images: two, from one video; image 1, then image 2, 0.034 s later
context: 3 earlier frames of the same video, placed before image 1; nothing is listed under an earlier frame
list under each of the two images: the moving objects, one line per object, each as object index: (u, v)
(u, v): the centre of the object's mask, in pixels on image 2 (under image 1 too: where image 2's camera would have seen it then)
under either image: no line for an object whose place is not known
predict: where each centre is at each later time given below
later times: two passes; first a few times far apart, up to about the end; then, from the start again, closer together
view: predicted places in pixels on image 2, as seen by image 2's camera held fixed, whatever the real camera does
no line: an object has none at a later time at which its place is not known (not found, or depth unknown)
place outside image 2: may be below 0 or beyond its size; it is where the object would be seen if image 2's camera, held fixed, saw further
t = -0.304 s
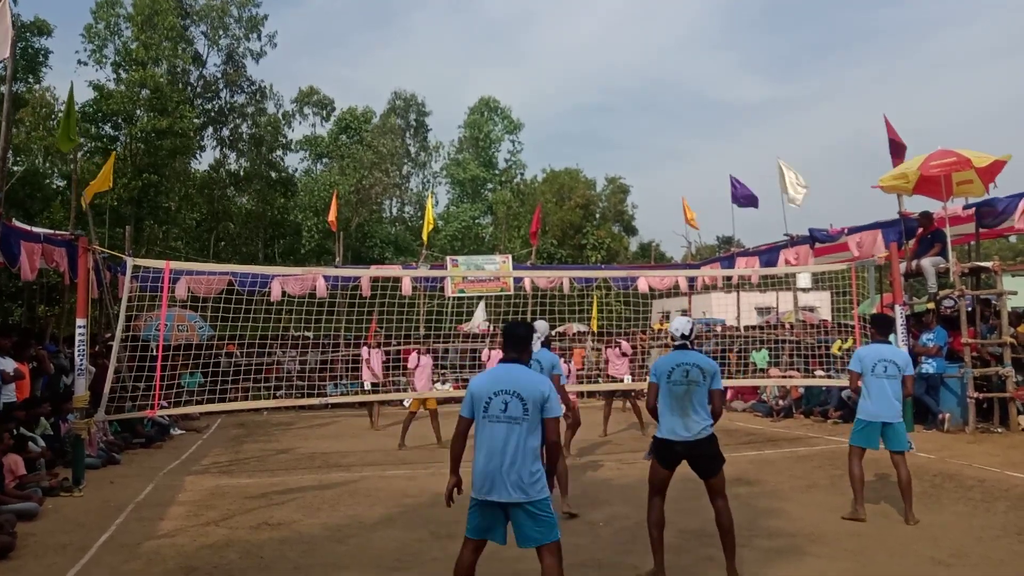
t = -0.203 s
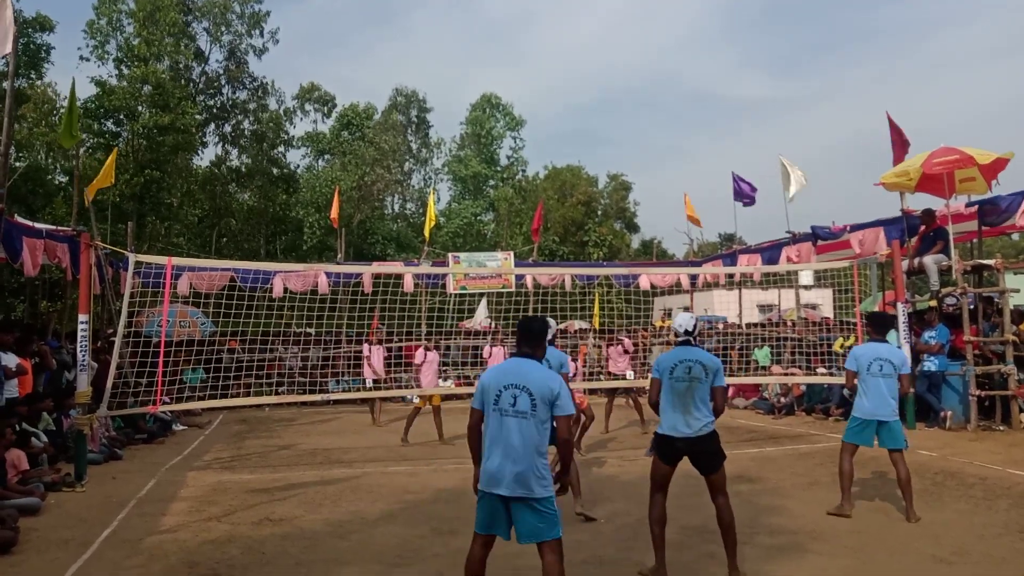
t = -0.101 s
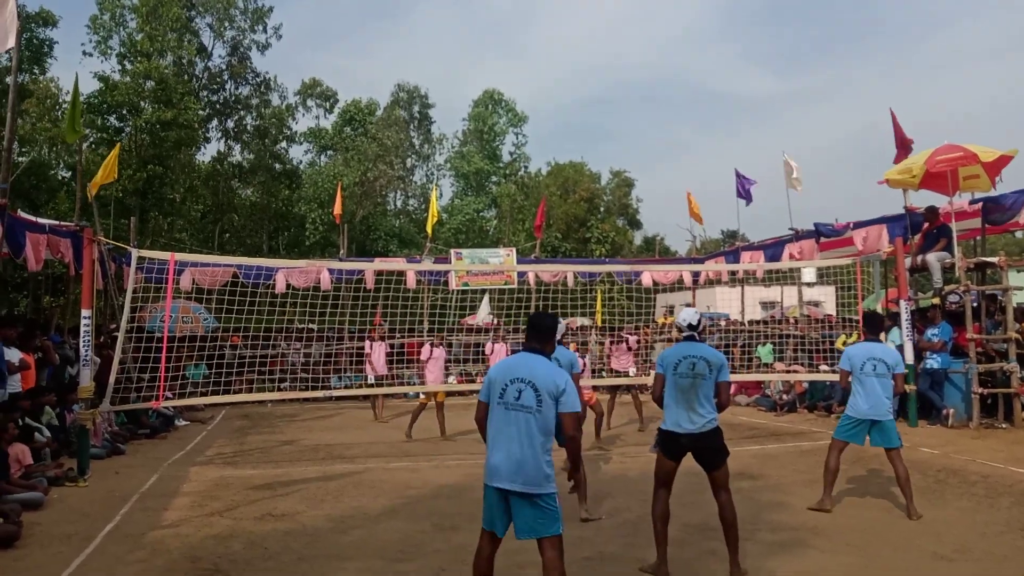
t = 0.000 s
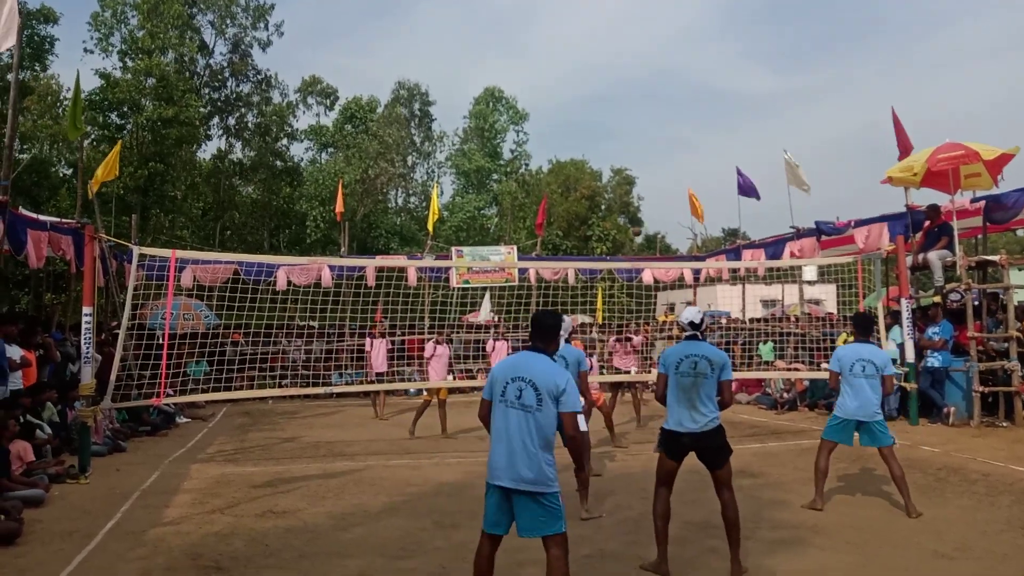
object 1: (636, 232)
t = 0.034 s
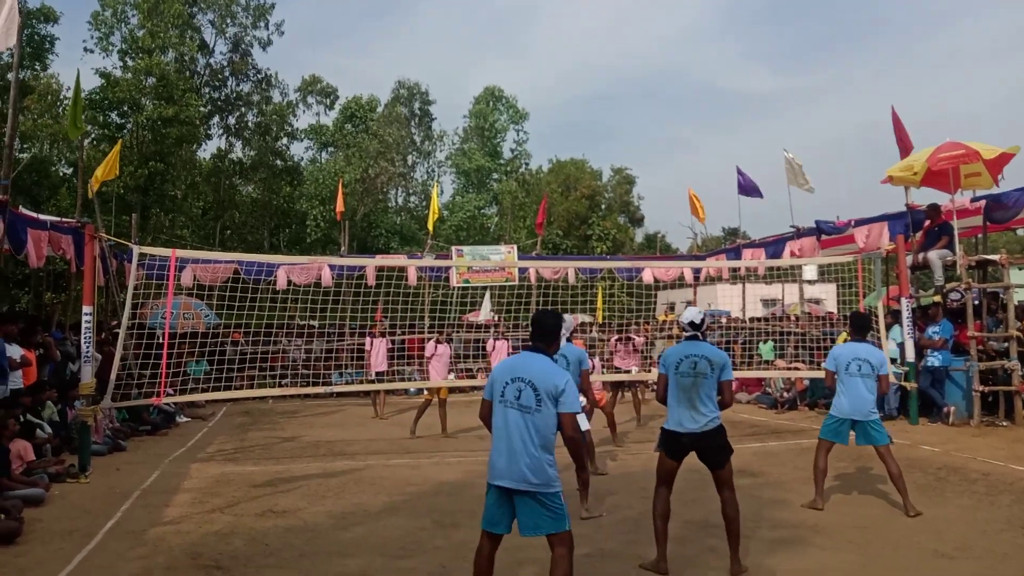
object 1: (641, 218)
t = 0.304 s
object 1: (662, 111)
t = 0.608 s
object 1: (698, 13)
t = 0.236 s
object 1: (656, 136)
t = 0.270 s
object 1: (659, 123)
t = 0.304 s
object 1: (662, 111)
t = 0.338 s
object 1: (665, 99)
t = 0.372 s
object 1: (668, 87)
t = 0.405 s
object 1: (672, 75)
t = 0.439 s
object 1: (676, 64)
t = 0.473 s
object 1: (680, 53)
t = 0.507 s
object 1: (684, 43)
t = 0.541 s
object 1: (688, 33)
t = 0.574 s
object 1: (693, 23)
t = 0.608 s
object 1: (698, 13)
